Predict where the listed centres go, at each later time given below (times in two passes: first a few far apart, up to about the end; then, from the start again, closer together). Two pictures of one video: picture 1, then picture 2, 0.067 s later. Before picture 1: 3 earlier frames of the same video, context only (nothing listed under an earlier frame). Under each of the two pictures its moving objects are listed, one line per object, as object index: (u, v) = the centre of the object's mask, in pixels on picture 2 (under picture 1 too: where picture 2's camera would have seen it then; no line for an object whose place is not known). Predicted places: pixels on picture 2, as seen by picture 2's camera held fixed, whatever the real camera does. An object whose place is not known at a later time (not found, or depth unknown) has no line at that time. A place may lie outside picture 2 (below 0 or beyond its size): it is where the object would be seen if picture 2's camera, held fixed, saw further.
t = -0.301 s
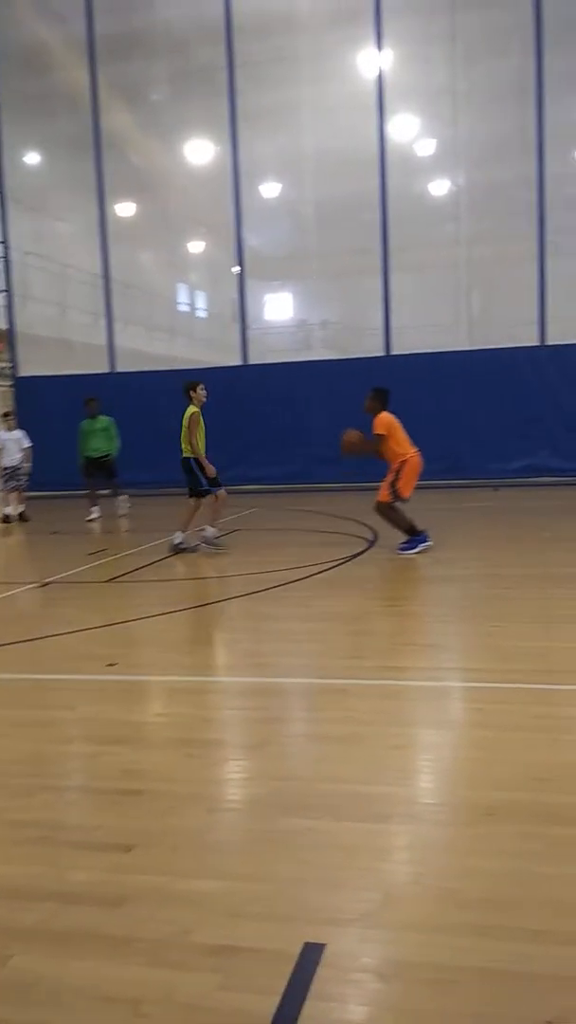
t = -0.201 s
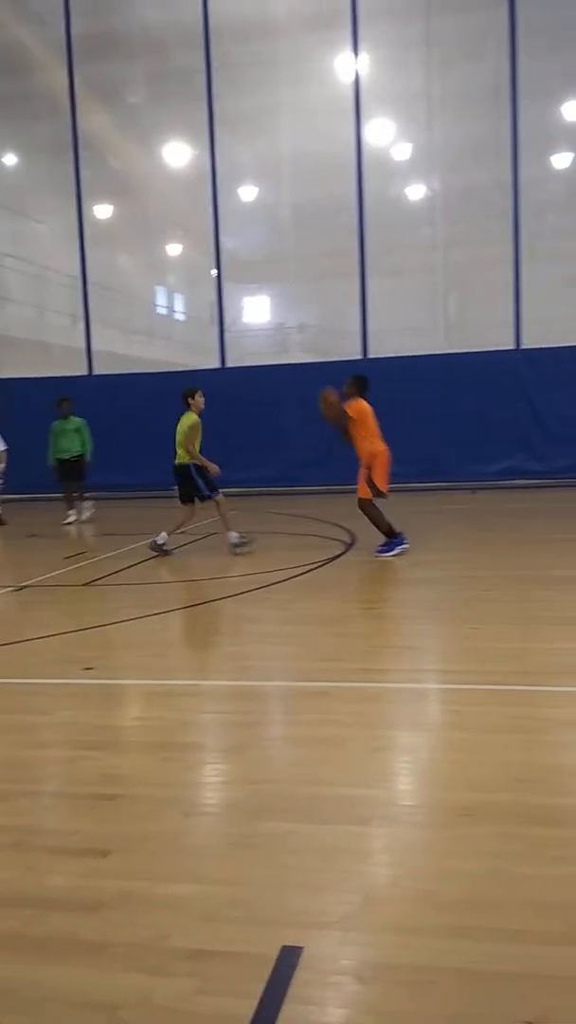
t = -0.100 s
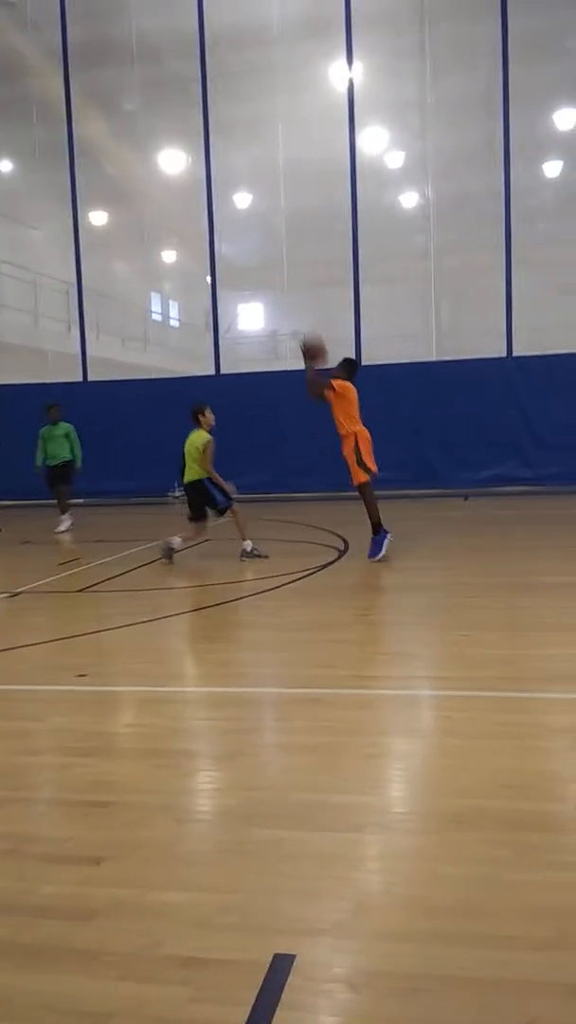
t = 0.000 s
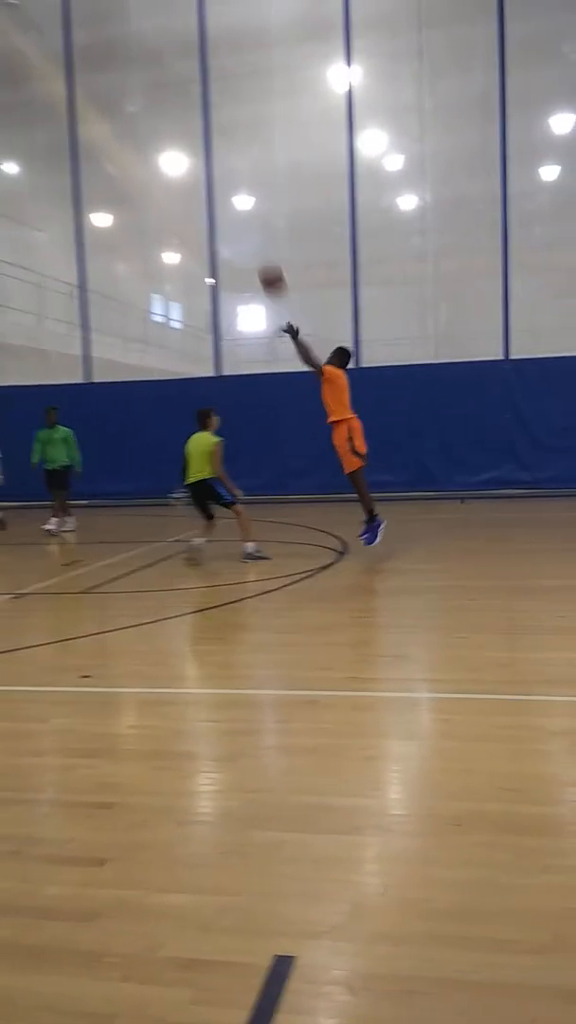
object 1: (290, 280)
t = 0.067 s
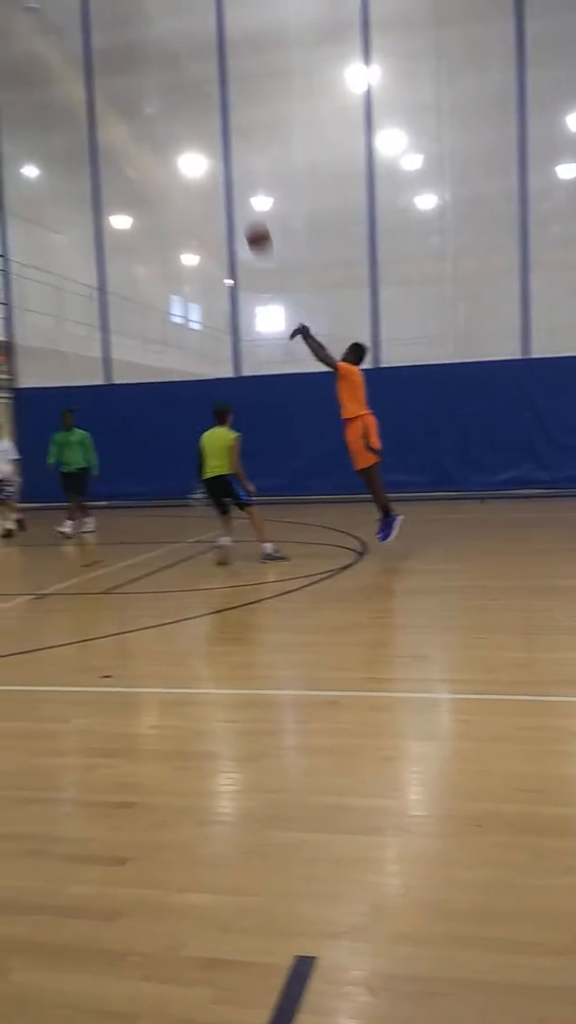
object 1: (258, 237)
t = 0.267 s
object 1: (170, 146)
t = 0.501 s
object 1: (76, 97)
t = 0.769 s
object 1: (-15, 108)
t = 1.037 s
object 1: (-102, 190)
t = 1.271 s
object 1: (-150, 305)
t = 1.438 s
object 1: (-142, 390)
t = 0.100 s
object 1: (243, 220)
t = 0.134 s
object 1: (229, 203)
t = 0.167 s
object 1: (214, 185)
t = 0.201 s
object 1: (200, 171)
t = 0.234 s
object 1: (183, 158)
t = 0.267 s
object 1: (170, 146)
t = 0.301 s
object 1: (156, 135)
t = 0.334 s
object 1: (142, 126)
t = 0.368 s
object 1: (128, 118)
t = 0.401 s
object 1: (115, 111)
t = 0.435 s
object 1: (102, 106)
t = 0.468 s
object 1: (90, 100)
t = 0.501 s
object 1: (76, 97)
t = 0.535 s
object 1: (63, 96)
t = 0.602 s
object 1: (40, 93)
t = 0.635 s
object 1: (27, 95)
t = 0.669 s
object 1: (15, 98)
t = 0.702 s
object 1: (4, 100)
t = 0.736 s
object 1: (-5, 104)
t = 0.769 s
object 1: (-15, 108)
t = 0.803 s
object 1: (-27, 115)
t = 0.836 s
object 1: (-41, 124)
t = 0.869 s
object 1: (-51, 131)
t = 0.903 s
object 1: (-58, 139)
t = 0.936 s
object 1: (-70, 151)
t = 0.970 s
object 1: (-81, 163)
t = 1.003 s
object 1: (-93, 179)
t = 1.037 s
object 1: (-102, 190)
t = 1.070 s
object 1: (-109, 203)
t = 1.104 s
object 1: (-120, 220)
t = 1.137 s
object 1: (-127, 237)
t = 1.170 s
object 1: (-134, 256)
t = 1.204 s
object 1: (-144, 272)
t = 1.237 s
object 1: (-152, 289)
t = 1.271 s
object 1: (-150, 305)
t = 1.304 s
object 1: (-150, 323)
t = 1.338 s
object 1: (-148, 342)
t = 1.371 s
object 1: (-147, 357)
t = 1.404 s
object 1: (-143, 372)
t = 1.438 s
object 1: (-142, 390)
